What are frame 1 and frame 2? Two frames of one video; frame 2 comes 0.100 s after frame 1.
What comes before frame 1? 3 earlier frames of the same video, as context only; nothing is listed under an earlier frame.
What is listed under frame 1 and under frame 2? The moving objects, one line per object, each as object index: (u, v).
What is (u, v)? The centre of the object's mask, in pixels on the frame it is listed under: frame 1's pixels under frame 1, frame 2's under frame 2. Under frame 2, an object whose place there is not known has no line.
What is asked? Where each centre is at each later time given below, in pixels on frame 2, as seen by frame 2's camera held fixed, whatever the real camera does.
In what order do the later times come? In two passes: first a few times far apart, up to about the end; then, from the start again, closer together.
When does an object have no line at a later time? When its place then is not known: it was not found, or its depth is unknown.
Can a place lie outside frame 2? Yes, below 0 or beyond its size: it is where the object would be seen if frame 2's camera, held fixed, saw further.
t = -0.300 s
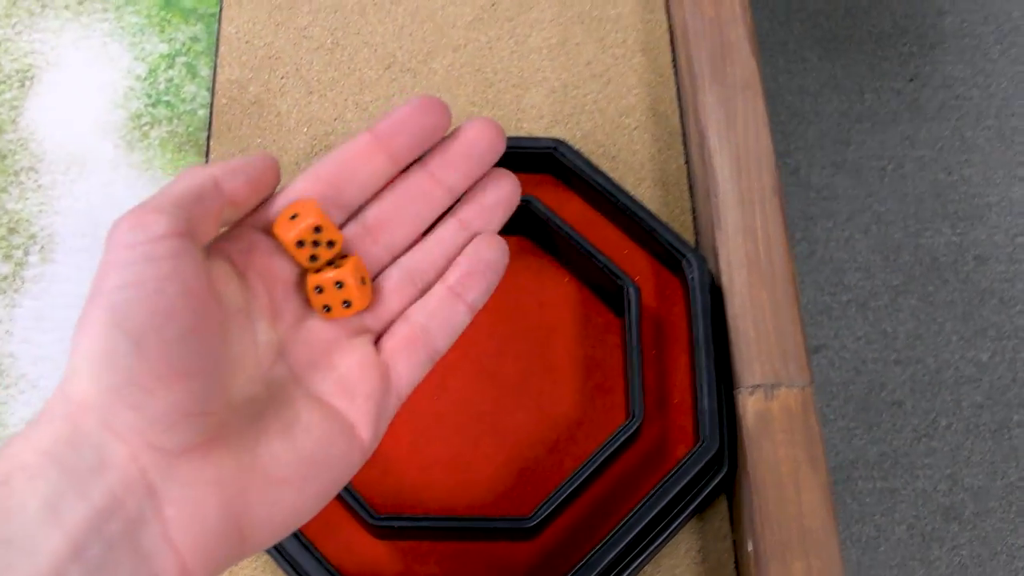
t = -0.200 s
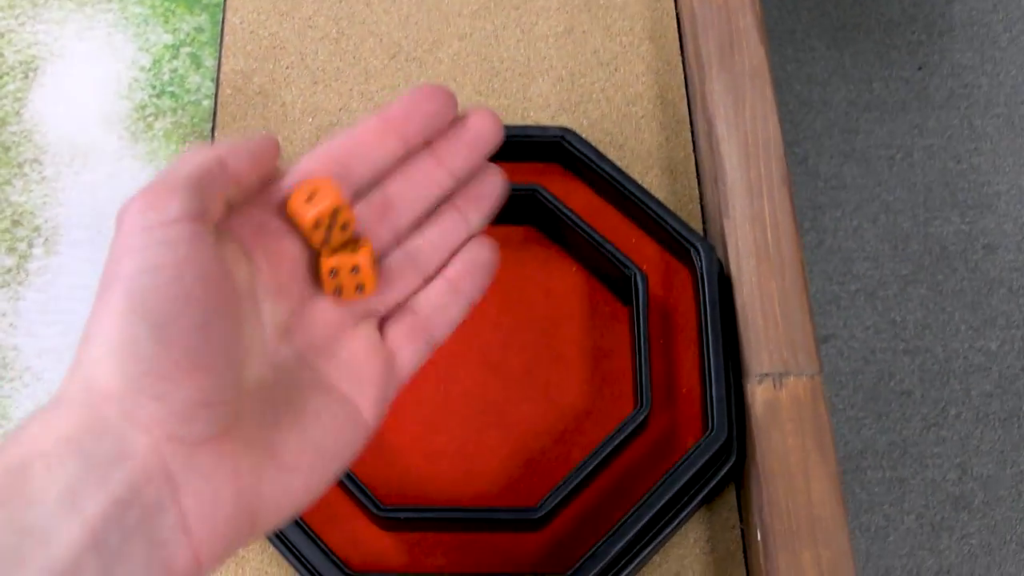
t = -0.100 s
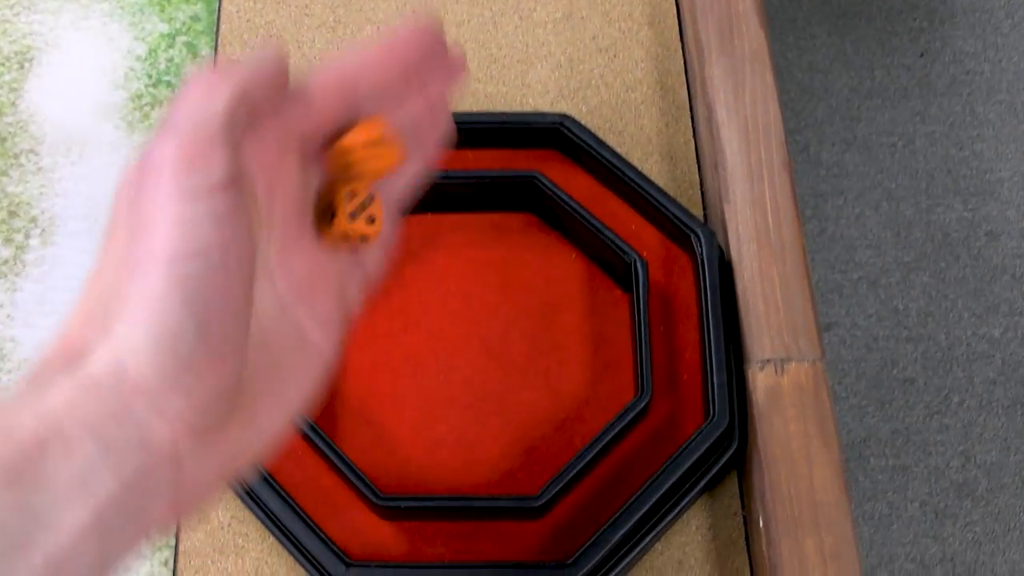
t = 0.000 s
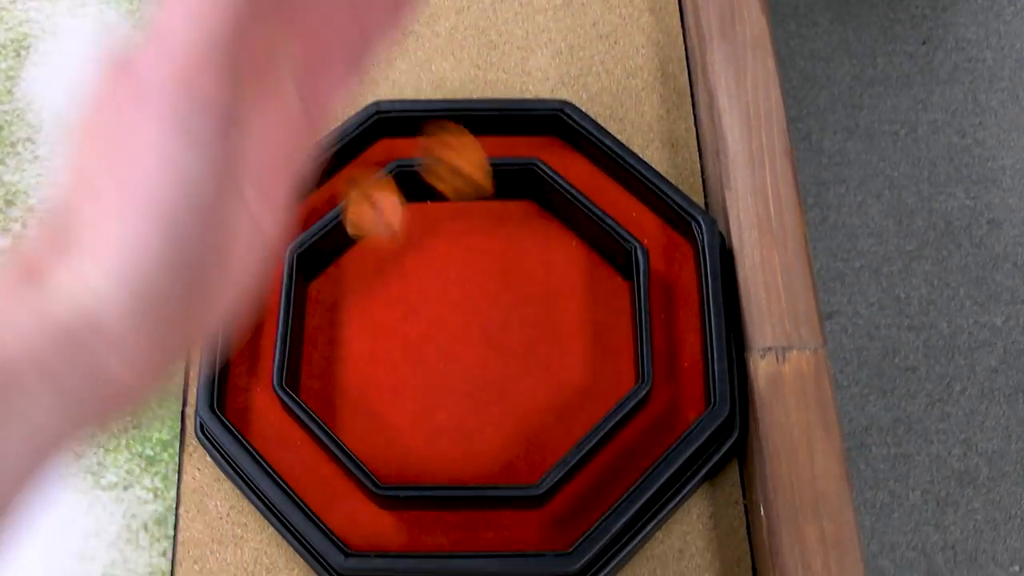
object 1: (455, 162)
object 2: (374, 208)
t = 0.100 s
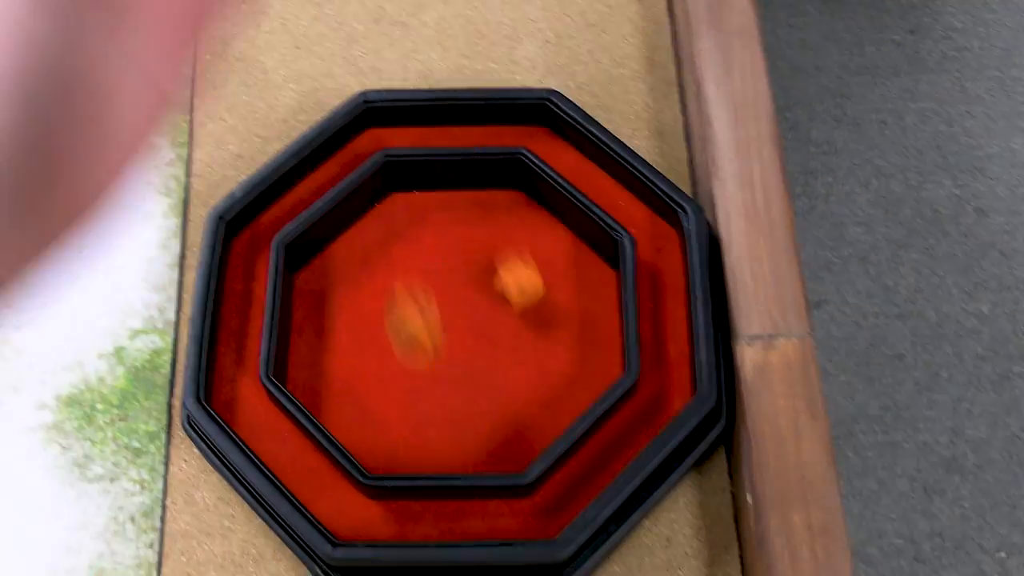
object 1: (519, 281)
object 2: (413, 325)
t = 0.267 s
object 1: (442, 225)
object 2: (454, 326)
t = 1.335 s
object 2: (570, 327)
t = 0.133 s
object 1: (511, 272)
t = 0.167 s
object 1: (500, 263)
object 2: (434, 348)
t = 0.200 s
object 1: (486, 251)
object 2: (441, 328)
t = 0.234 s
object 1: (464, 238)
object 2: (447, 322)
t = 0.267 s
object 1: (442, 225)
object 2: (454, 326)
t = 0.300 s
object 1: (417, 209)
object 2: (465, 336)
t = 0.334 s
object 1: (398, 204)
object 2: (483, 336)
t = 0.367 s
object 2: (506, 332)
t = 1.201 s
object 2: (569, 327)
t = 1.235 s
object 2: (570, 327)
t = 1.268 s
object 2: (570, 327)
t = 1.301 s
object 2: (570, 327)
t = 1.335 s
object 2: (570, 327)
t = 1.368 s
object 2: (570, 326)
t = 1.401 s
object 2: (570, 326)
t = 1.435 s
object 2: (570, 326)
